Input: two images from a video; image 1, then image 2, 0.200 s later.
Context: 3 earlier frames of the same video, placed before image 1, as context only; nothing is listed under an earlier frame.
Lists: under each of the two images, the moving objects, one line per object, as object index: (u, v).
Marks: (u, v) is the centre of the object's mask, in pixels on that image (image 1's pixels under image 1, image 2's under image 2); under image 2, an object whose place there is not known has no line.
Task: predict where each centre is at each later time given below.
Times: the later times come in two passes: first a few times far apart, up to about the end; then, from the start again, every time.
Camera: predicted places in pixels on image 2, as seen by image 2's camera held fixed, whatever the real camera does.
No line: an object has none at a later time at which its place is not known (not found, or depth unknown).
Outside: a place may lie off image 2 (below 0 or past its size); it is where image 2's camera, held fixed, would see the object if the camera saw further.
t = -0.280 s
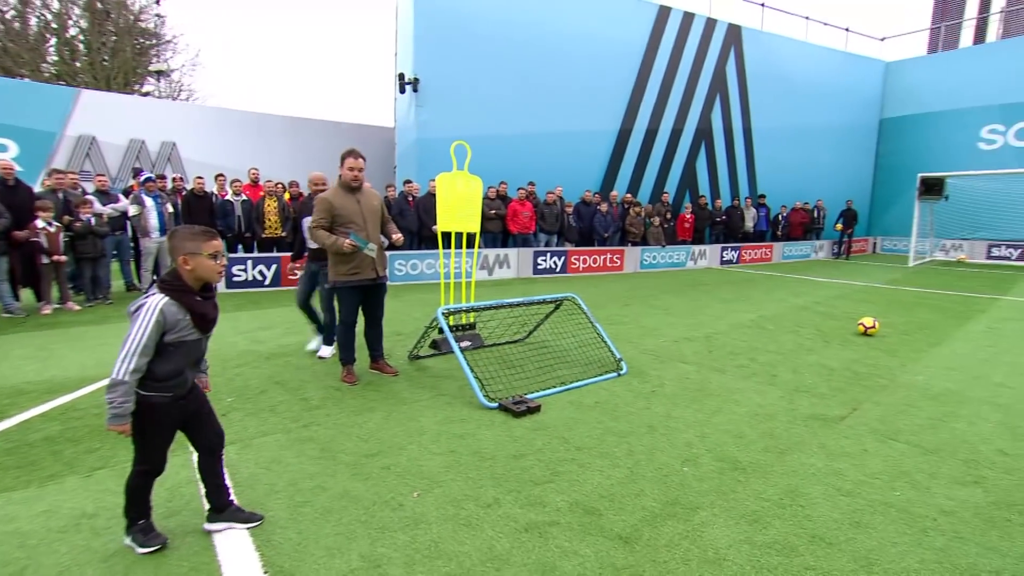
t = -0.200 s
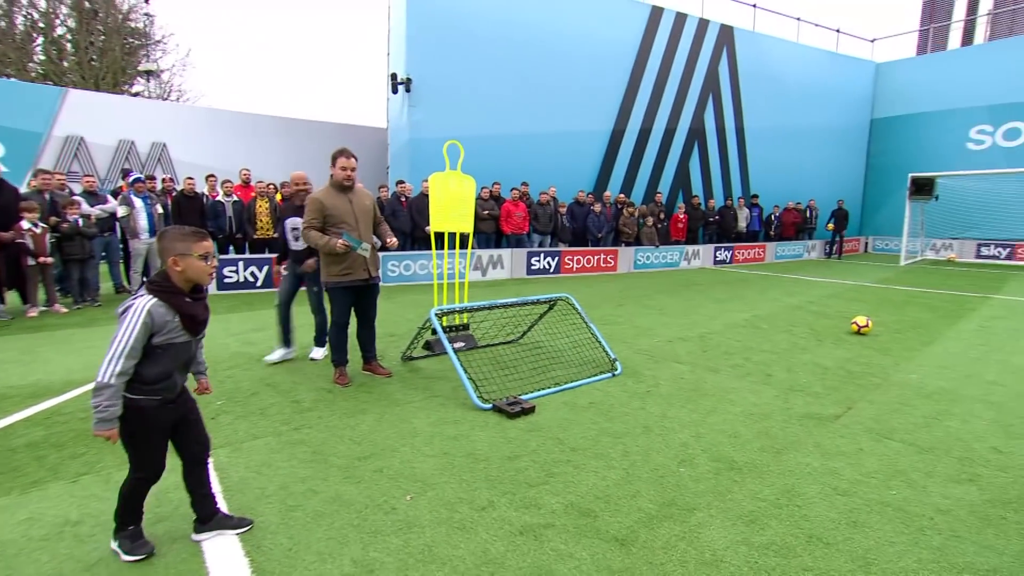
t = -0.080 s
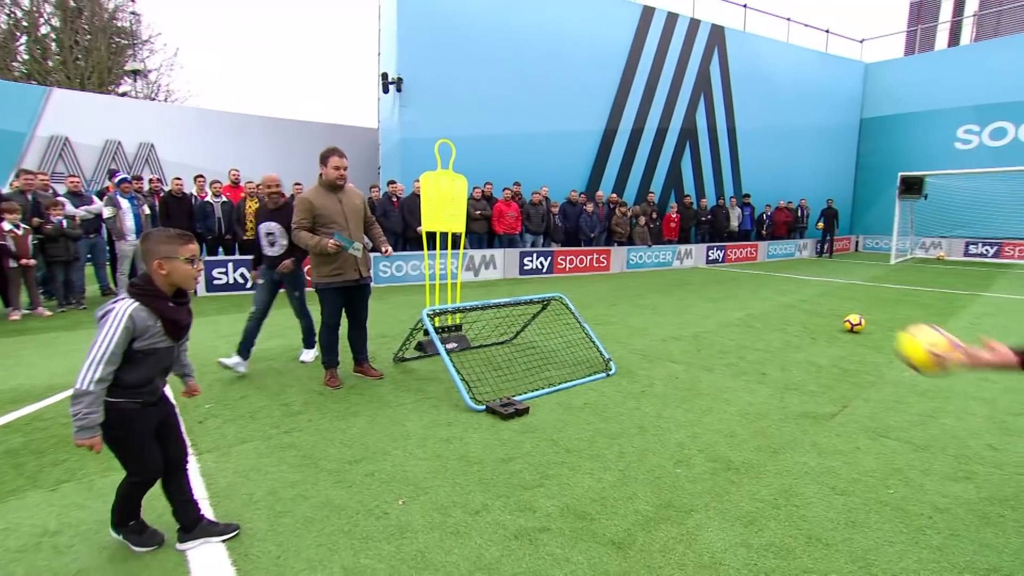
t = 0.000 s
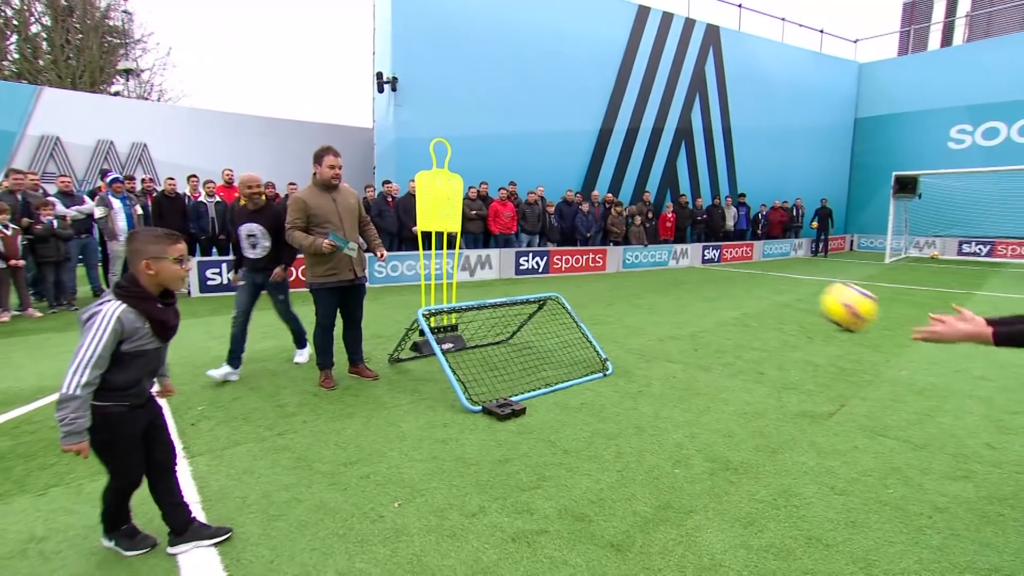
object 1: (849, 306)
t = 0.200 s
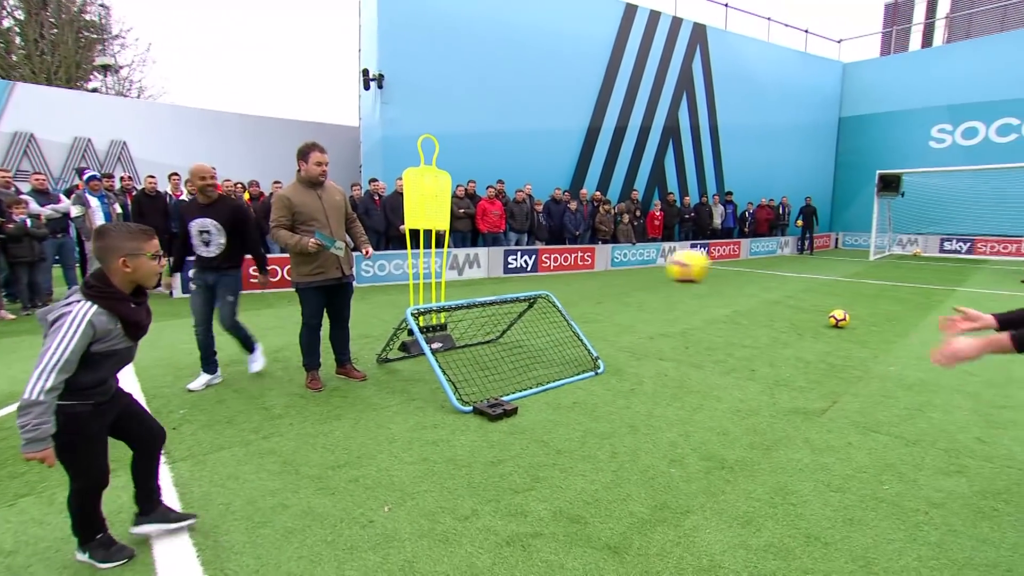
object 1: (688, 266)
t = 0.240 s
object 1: (663, 268)
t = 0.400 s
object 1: (578, 296)
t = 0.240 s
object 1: (663, 268)
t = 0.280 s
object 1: (640, 272)
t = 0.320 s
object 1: (617, 277)
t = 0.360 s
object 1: (597, 286)
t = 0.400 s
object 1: (578, 296)
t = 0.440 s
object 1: (560, 306)
